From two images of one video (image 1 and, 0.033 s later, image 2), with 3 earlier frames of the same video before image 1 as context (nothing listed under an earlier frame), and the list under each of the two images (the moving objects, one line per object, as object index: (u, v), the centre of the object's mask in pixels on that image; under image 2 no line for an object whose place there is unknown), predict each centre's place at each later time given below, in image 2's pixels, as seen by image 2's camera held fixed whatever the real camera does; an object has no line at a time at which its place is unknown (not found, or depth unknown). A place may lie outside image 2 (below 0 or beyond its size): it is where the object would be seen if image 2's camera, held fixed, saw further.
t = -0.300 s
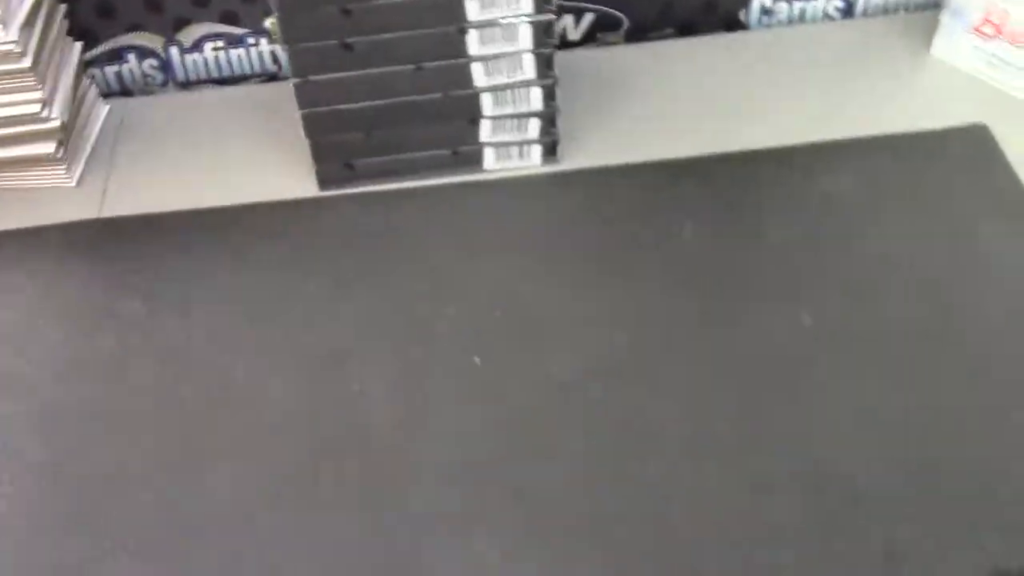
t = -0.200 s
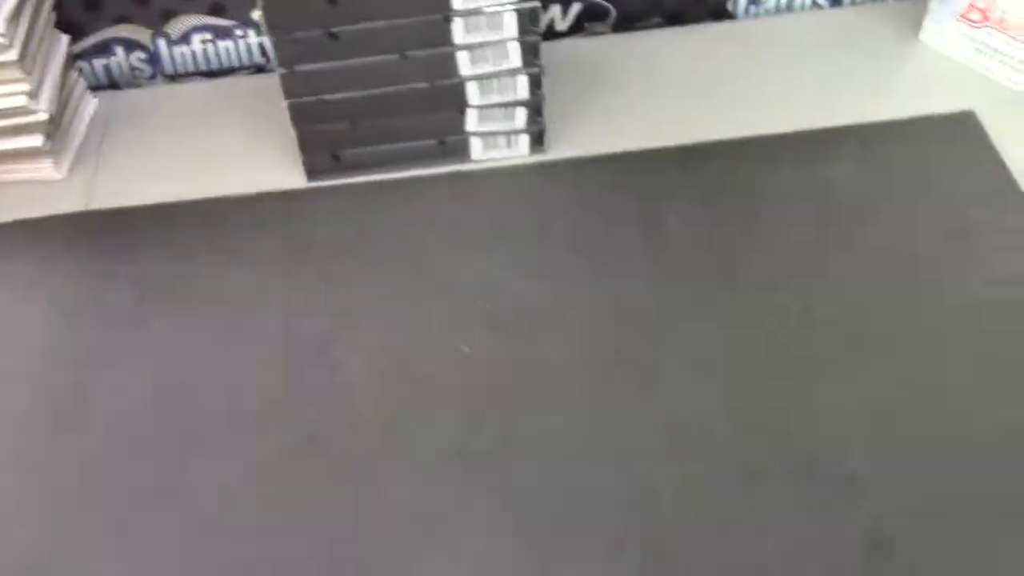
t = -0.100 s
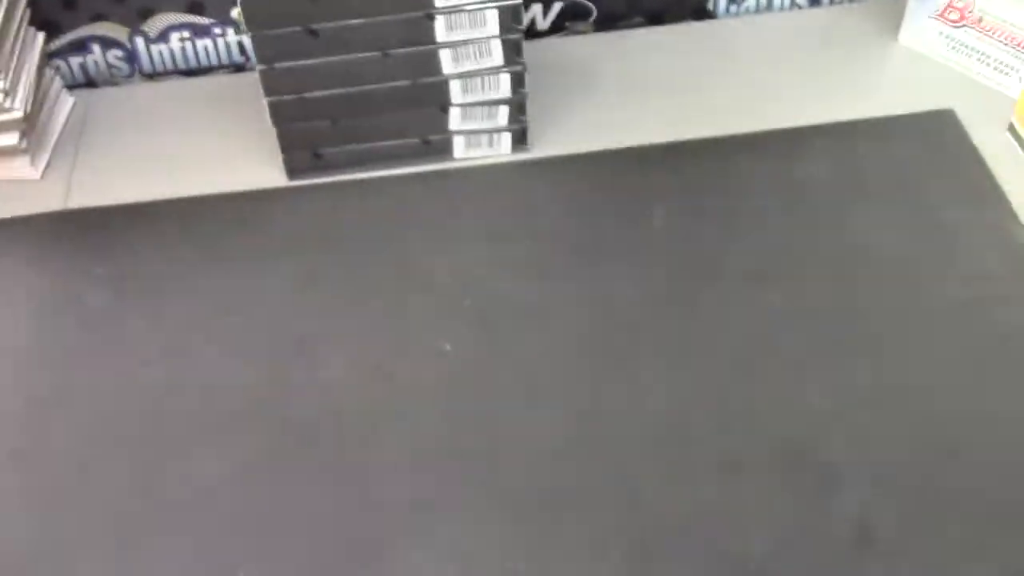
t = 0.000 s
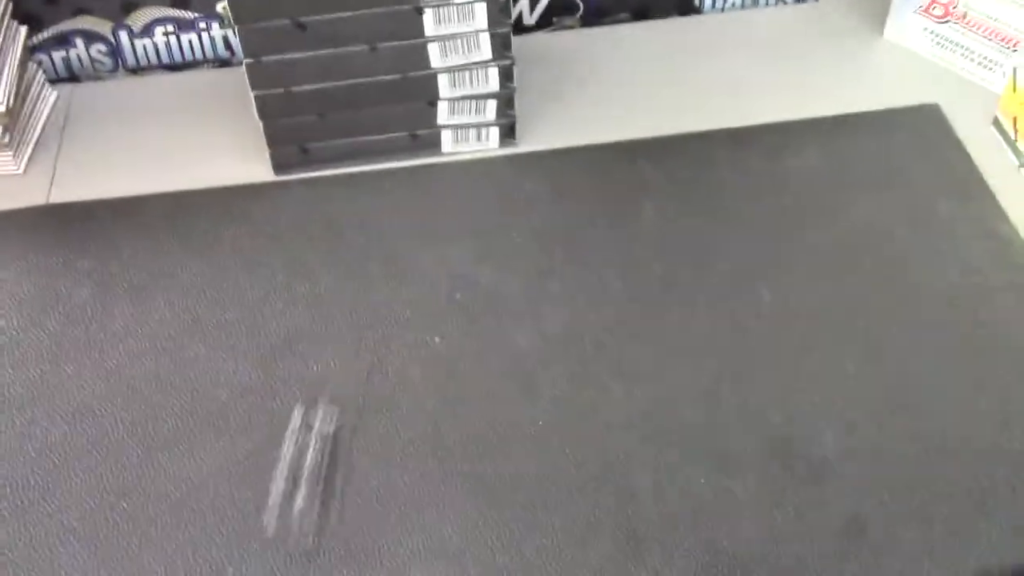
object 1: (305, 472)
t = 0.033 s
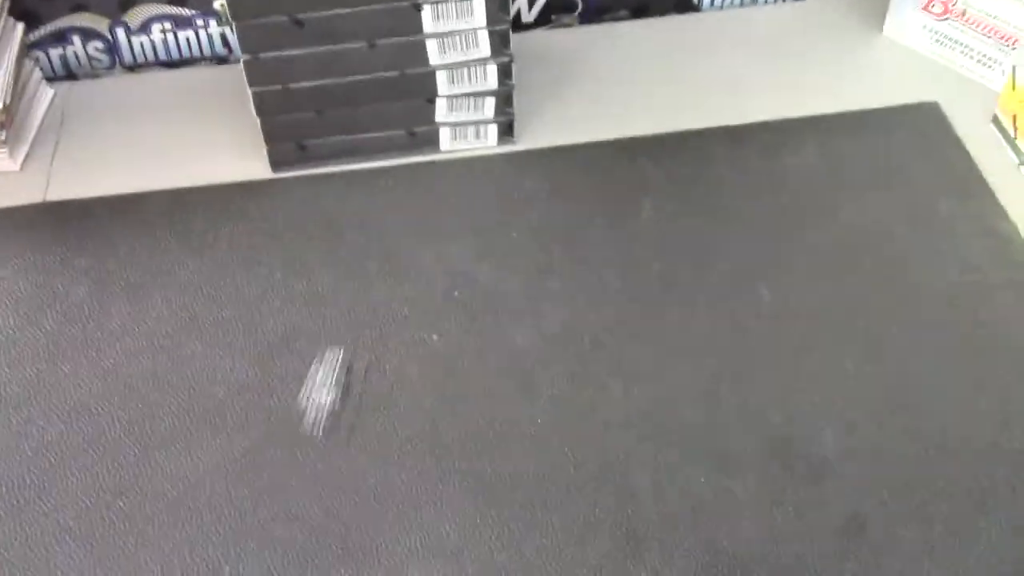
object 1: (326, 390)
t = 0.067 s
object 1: (352, 347)
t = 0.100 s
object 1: (369, 332)
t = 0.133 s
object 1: (382, 329)
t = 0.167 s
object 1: (373, 260)
